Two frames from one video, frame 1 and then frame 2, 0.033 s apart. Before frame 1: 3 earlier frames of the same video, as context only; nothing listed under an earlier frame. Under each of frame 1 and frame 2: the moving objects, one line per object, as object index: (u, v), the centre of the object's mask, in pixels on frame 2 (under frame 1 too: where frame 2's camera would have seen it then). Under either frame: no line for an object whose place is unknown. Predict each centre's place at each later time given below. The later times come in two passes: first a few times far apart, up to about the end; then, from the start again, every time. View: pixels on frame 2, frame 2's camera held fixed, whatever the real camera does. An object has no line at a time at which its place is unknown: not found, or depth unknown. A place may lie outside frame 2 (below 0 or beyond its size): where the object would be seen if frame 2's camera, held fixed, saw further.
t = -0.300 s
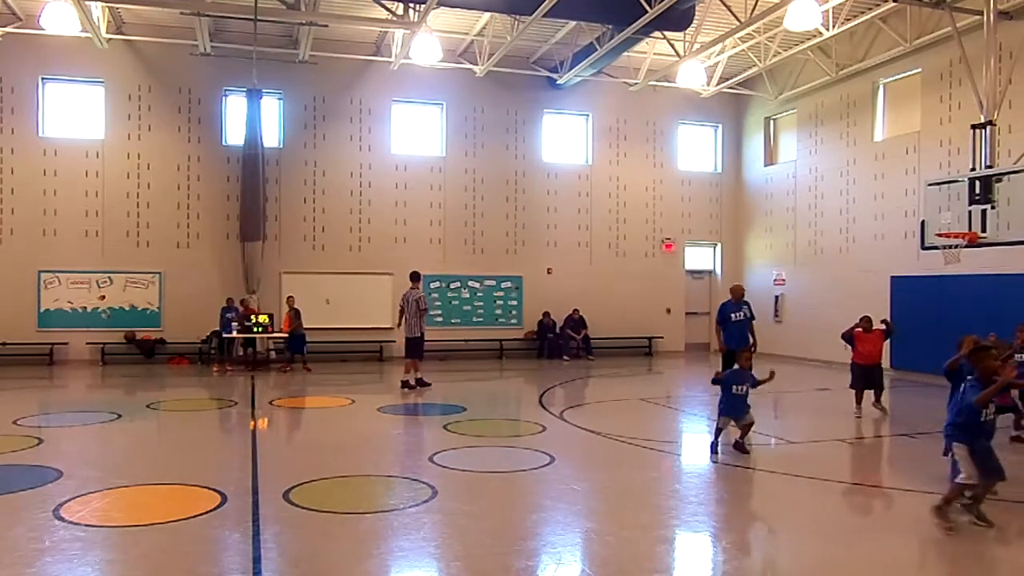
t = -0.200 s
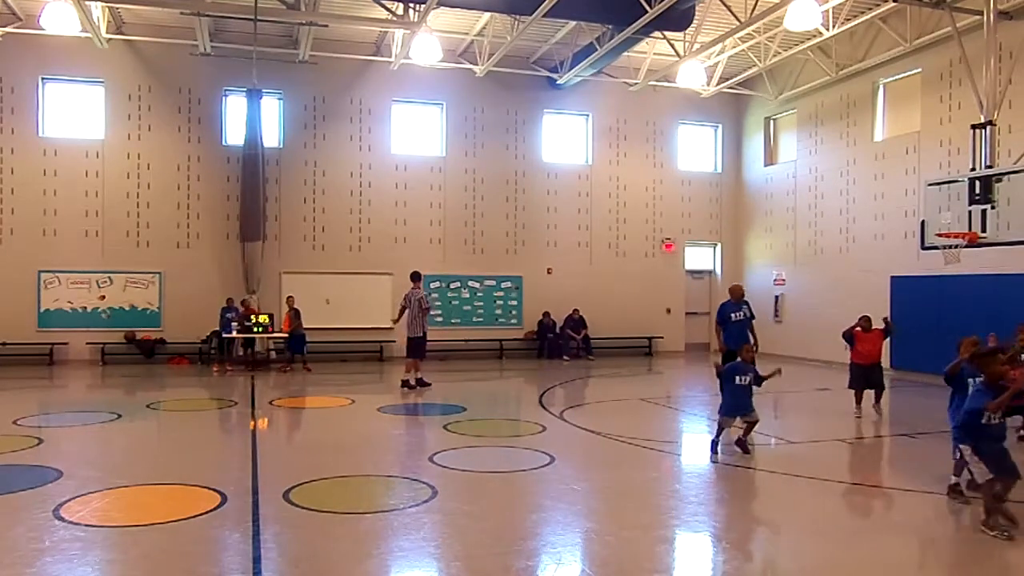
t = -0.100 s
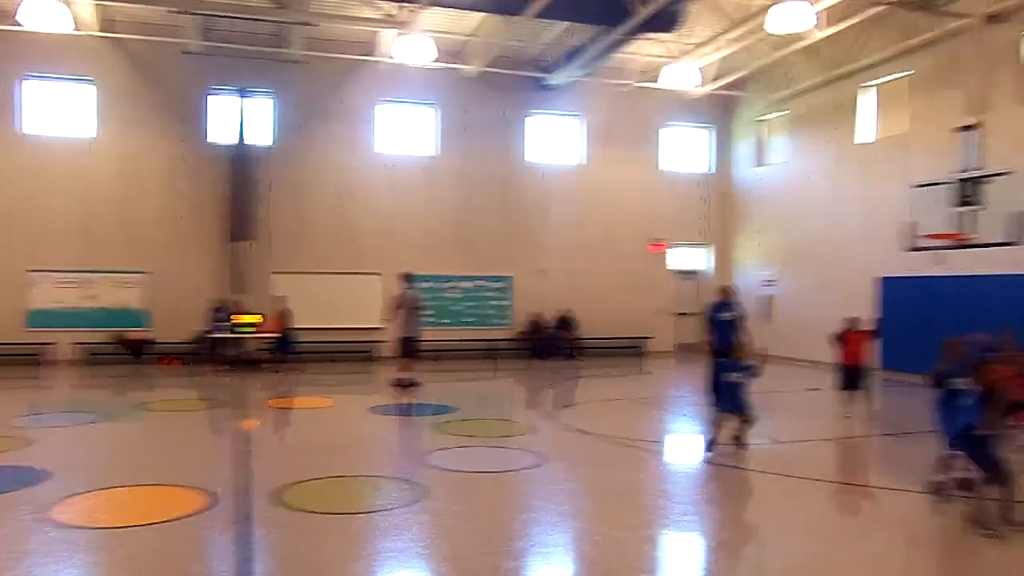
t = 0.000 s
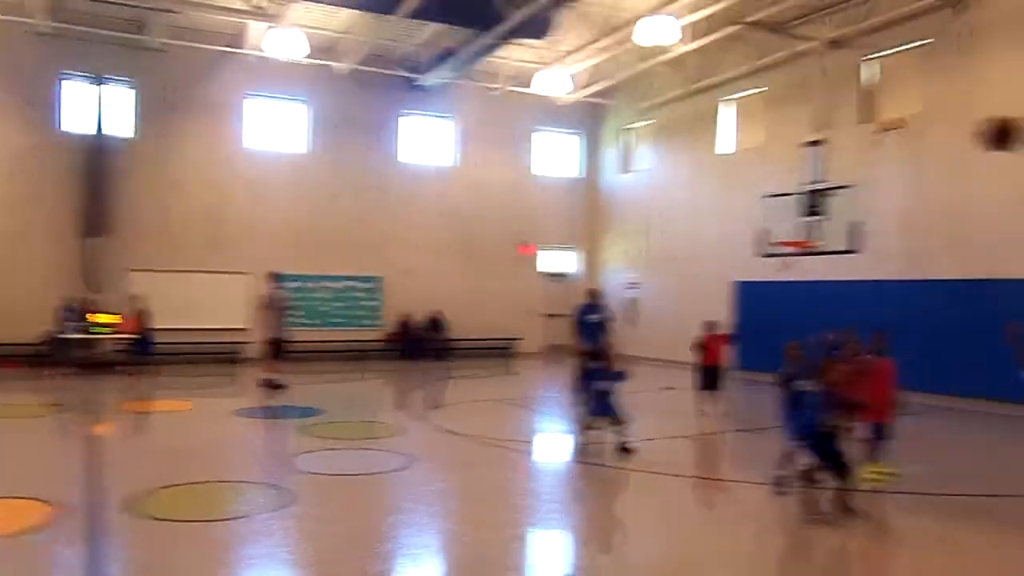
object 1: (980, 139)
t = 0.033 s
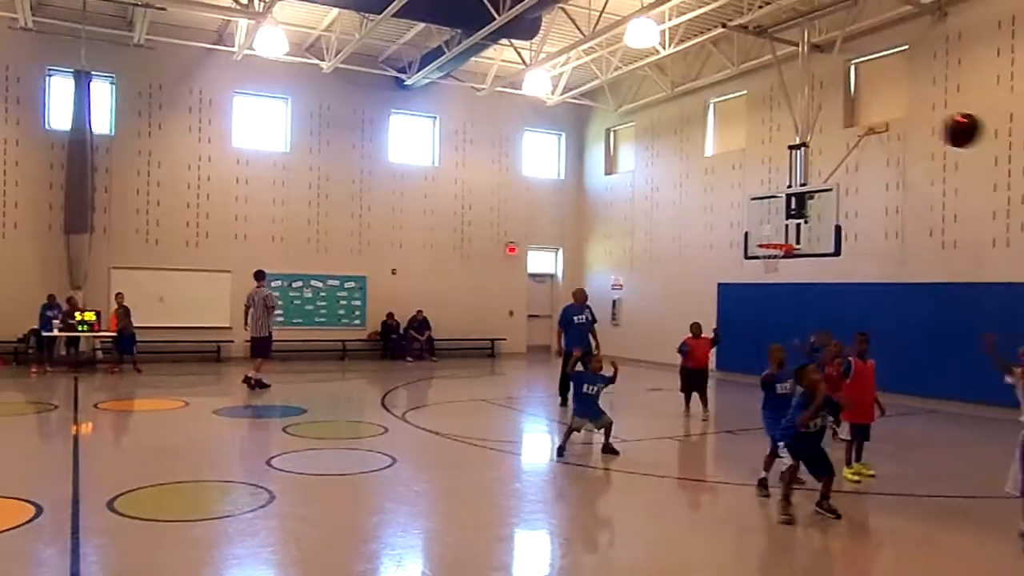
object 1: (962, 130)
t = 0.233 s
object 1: (853, 113)
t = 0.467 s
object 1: (743, 162)
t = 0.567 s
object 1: (700, 202)
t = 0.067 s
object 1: (942, 122)
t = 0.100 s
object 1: (923, 118)
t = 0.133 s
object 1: (905, 114)
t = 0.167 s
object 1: (887, 112)
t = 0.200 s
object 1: (870, 112)
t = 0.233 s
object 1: (853, 113)
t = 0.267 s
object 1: (836, 116)
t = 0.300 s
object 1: (819, 120)
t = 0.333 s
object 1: (804, 126)
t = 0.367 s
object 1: (788, 134)
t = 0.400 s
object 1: (773, 141)
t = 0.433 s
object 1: (757, 152)
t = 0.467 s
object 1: (743, 162)
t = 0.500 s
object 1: (728, 174)
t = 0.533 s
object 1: (714, 188)
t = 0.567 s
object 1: (700, 202)
